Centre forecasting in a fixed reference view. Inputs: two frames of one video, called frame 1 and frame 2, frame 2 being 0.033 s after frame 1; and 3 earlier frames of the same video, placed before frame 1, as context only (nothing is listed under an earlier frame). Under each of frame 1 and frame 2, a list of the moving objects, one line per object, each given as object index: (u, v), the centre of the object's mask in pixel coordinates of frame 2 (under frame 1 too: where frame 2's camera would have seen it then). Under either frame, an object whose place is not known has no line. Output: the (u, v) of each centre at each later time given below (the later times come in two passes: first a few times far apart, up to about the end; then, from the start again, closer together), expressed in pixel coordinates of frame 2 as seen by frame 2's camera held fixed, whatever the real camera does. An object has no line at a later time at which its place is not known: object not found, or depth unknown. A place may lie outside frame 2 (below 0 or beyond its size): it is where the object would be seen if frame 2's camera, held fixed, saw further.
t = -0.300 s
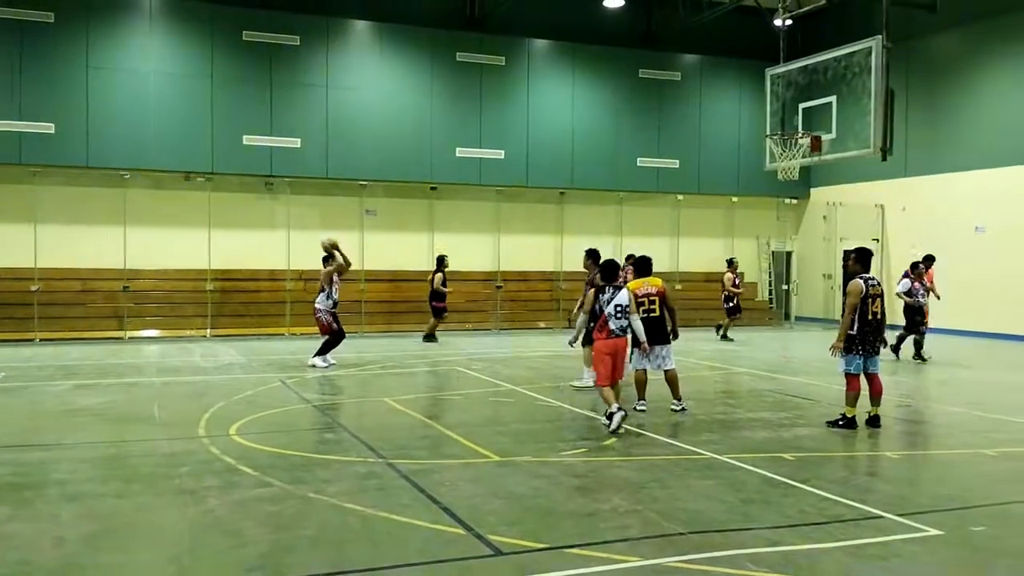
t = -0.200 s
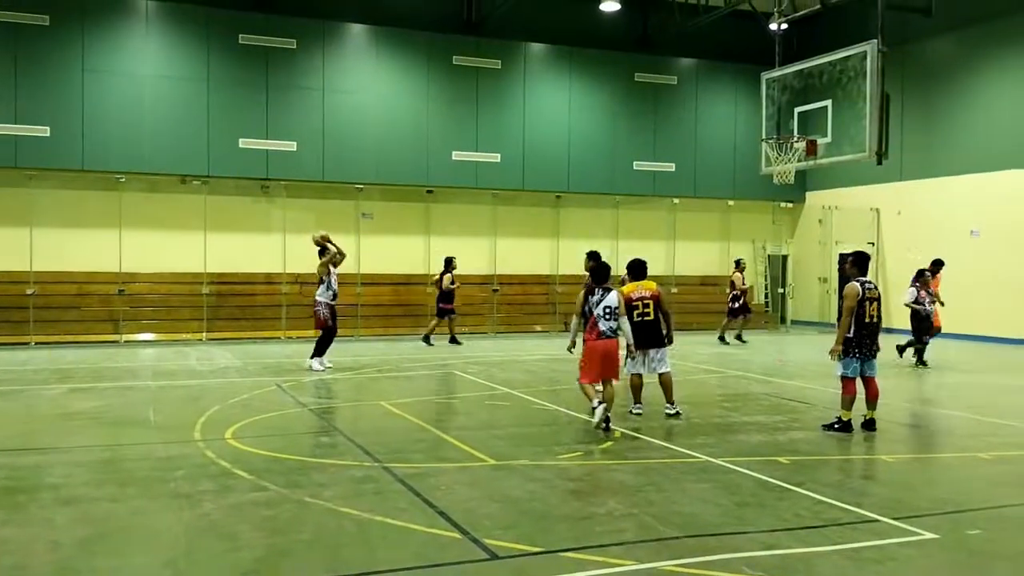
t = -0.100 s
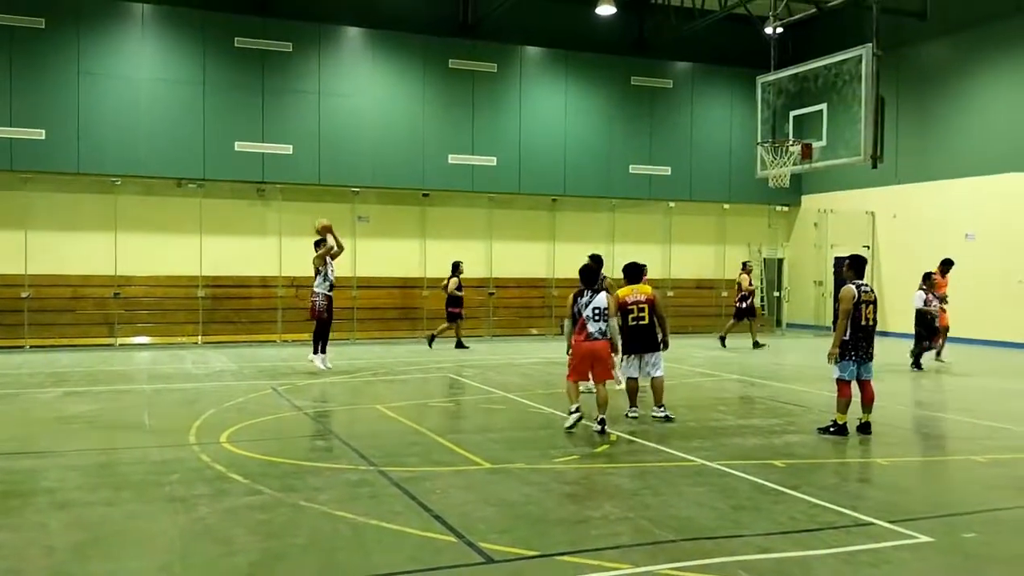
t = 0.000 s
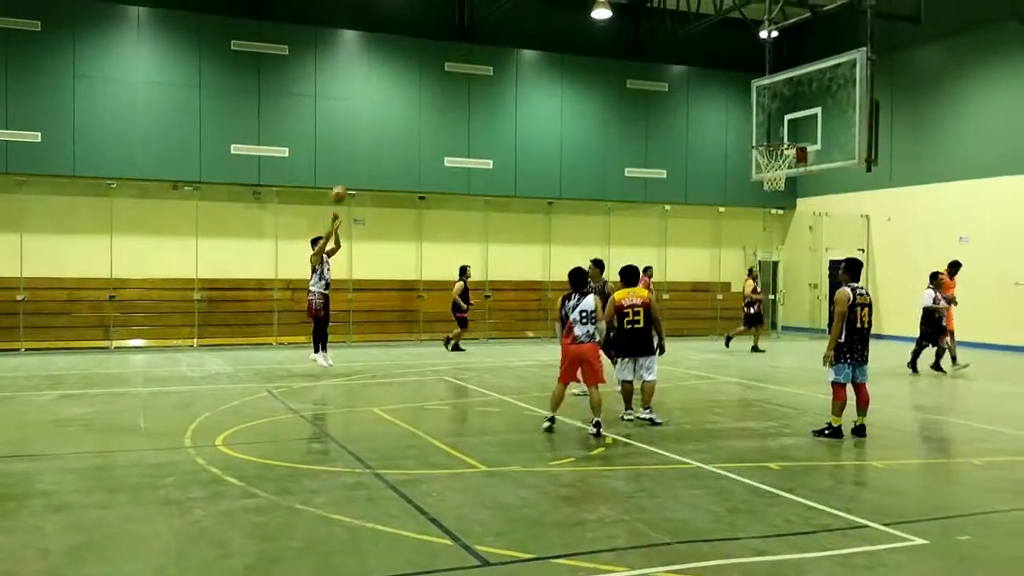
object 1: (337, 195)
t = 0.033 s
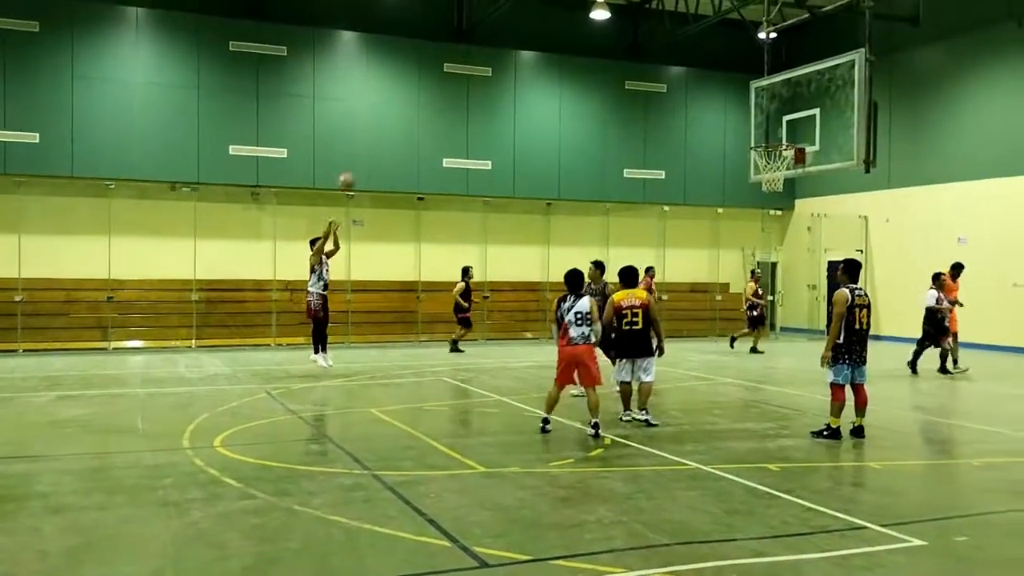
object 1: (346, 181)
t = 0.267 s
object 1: (416, 103)
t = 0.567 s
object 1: (515, 46)
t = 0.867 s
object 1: (625, 51)
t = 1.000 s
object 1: (680, 76)
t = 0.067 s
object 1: (356, 167)
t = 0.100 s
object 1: (365, 156)
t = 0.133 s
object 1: (375, 145)
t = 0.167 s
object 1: (385, 133)
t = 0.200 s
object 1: (396, 121)
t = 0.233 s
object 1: (406, 112)
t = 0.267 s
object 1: (416, 103)
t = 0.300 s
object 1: (426, 94)
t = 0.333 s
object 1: (437, 85)
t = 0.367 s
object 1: (447, 78)
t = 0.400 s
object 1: (458, 71)
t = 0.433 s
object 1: (469, 65)
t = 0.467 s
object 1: (481, 58)
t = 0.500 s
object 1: (491, 54)
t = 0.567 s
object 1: (515, 46)
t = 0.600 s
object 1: (526, 43)
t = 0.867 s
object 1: (625, 51)
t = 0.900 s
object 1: (639, 56)
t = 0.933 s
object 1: (652, 61)
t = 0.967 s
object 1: (666, 67)
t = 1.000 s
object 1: (680, 76)
